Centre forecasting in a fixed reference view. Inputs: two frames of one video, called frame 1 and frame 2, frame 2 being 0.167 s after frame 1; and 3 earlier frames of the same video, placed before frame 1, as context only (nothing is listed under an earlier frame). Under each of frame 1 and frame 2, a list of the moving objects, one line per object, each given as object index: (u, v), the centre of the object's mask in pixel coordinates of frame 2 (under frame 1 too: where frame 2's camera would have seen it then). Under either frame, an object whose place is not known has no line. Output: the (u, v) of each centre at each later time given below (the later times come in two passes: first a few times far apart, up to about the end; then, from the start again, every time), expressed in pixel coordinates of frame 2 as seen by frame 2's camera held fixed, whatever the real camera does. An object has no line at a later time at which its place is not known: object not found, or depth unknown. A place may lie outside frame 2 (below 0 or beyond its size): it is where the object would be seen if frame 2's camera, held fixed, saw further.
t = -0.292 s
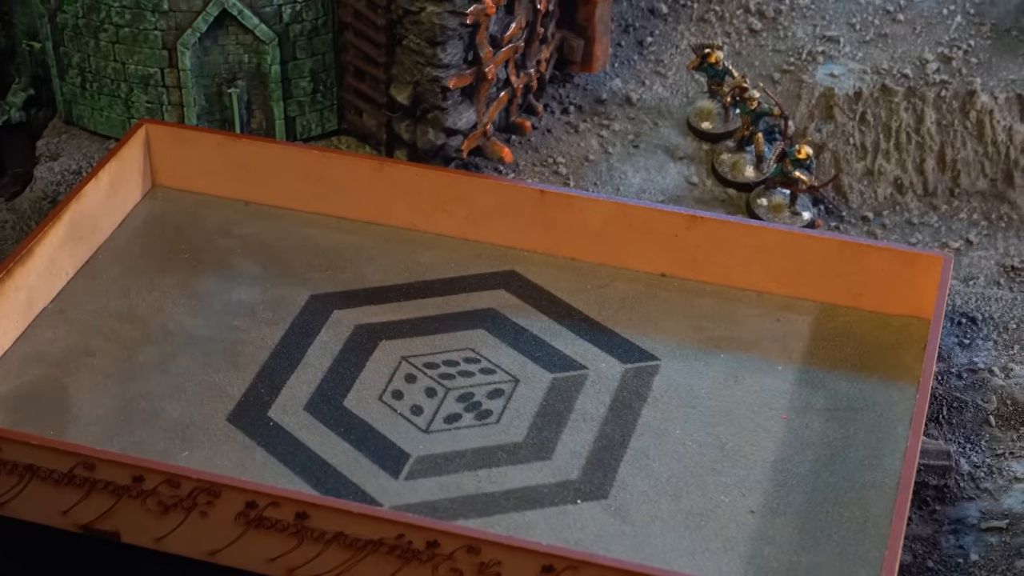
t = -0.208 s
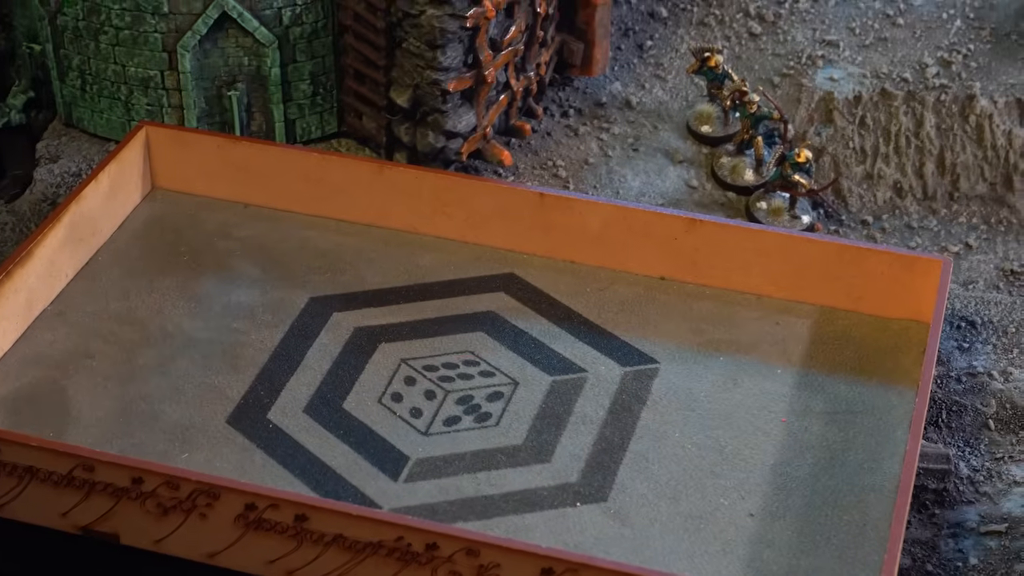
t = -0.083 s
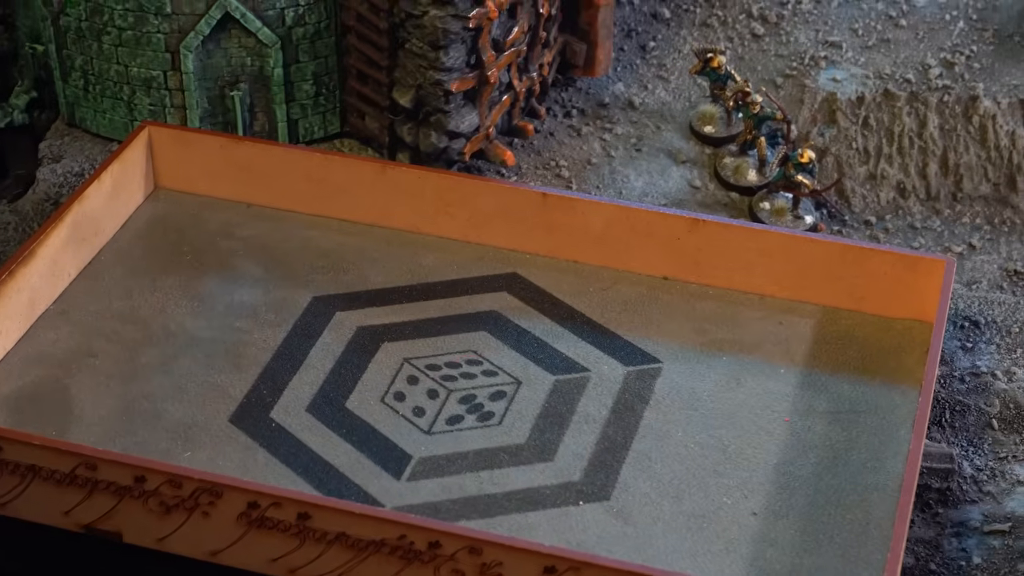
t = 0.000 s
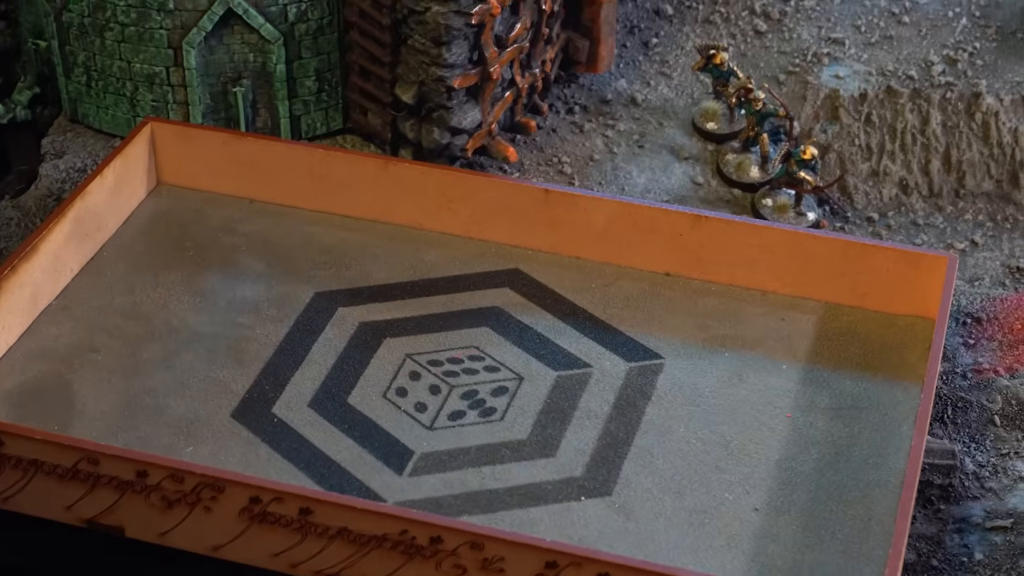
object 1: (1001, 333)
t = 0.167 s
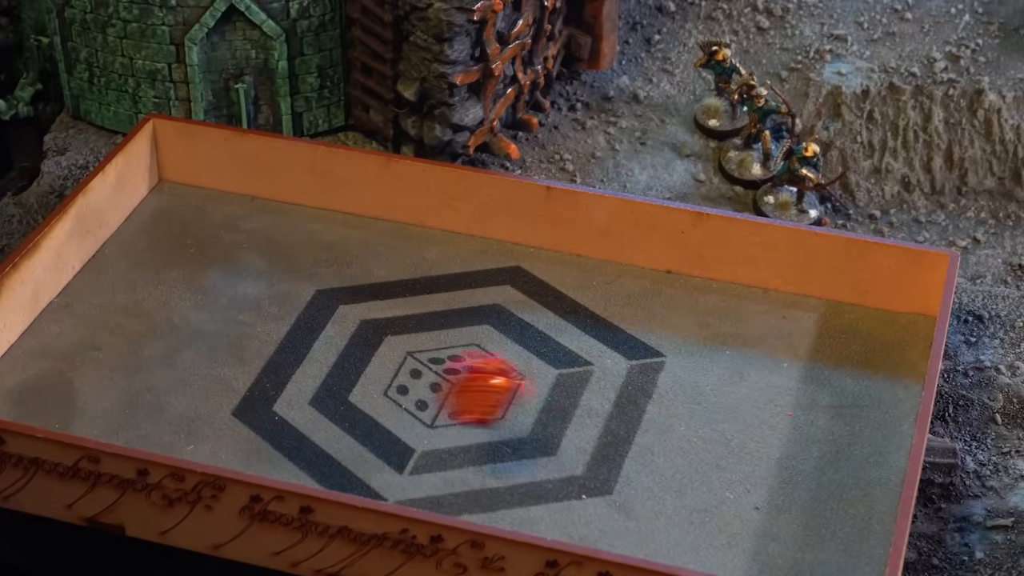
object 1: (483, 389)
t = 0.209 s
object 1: (404, 405)
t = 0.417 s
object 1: (128, 319)
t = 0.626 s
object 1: (94, 256)
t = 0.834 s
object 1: (117, 263)
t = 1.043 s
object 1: (118, 266)
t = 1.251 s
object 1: (117, 266)
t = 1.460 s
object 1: (117, 266)
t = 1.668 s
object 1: (117, 266)
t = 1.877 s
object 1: (117, 266)
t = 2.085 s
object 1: (117, 266)
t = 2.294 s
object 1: (117, 266)
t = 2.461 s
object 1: (117, 266)
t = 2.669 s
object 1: (117, 266)
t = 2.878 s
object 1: (117, 265)
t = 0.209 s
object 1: (404, 405)
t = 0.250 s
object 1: (337, 375)
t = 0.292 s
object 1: (215, 358)
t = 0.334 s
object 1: (176, 340)
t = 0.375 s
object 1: (147, 333)
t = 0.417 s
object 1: (128, 319)
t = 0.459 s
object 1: (110, 305)
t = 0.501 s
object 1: (96, 292)
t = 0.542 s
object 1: (86, 277)
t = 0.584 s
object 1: (87, 265)
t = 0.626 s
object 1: (94, 256)
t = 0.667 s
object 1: (113, 255)
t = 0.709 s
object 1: (126, 263)
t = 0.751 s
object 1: (120, 266)
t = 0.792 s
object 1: (114, 266)
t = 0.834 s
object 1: (117, 263)
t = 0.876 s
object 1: (117, 267)
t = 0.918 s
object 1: (118, 266)
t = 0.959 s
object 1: (117, 267)
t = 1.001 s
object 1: (118, 266)
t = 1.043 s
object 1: (118, 266)
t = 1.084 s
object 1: (117, 266)
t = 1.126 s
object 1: (117, 266)
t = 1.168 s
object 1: (117, 266)
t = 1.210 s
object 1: (117, 266)
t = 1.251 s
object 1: (117, 266)
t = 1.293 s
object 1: (117, 266)
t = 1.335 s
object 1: (117, 266)
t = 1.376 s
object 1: (116, 266)
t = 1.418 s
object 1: (116, 266)
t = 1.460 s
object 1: (117, 266)
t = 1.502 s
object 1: (117, 266)
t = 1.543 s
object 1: (117, 266)
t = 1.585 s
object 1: (117, 266)
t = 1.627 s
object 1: (117, 266)
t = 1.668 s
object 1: (117, 266)
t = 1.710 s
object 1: (117, 266)
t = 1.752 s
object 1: (117, 266)
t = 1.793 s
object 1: (117, 266)
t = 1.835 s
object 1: (117, 266)
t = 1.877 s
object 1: (117, 266)
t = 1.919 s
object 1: (116, 266)
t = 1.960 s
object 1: (117, 266)
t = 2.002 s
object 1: (117, 266)
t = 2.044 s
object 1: (117, 266)
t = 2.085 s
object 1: (117, 266)
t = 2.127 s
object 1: (117, 266)
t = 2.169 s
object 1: (117, 266)
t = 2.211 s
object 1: (117, 266)
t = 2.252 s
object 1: (117, 266)
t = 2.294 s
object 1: (117, 266)
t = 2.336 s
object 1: (117, 266)
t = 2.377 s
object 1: (117, 266)
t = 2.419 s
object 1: (117, 266)
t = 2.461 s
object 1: (117, 266)
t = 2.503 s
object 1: (117, 266)
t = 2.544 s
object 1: (117, 266)
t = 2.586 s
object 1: (117, 266)
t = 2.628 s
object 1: (117, 266)
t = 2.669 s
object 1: (117, 266)
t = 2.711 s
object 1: (117, 266)
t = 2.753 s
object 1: (117, 266)
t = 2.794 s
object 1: (117, 265)
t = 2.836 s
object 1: (117, 265)
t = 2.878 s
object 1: (117, 265)
